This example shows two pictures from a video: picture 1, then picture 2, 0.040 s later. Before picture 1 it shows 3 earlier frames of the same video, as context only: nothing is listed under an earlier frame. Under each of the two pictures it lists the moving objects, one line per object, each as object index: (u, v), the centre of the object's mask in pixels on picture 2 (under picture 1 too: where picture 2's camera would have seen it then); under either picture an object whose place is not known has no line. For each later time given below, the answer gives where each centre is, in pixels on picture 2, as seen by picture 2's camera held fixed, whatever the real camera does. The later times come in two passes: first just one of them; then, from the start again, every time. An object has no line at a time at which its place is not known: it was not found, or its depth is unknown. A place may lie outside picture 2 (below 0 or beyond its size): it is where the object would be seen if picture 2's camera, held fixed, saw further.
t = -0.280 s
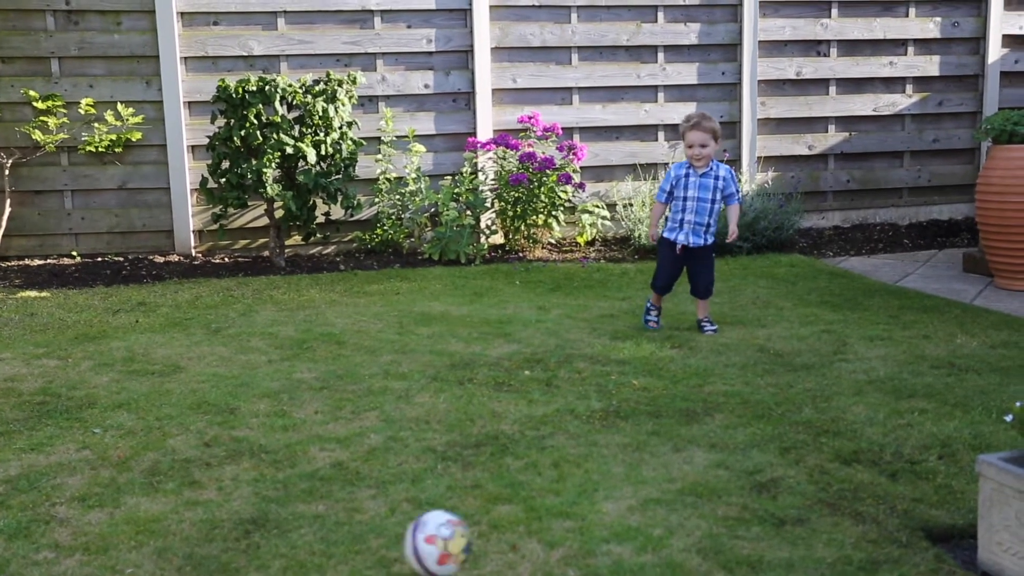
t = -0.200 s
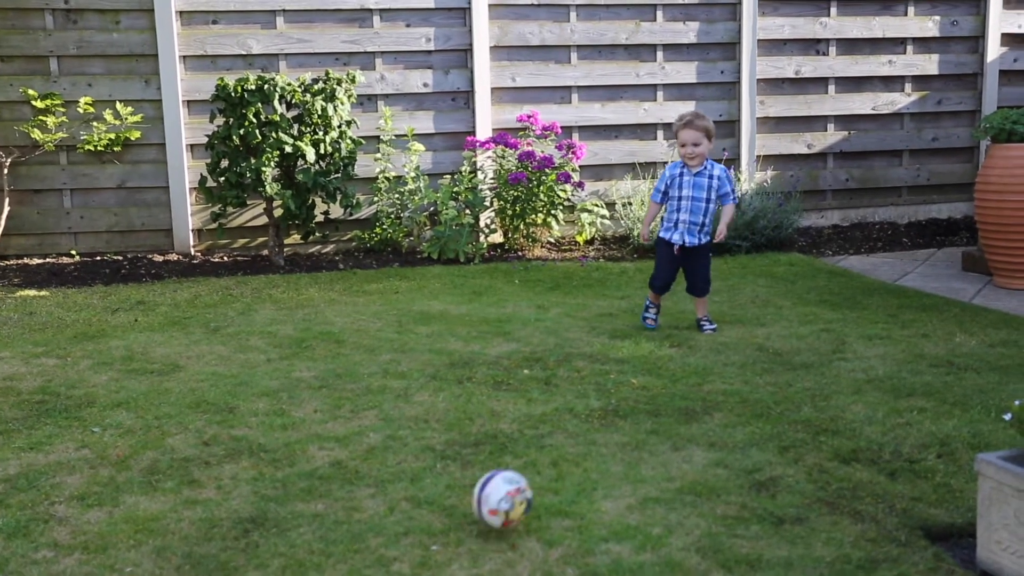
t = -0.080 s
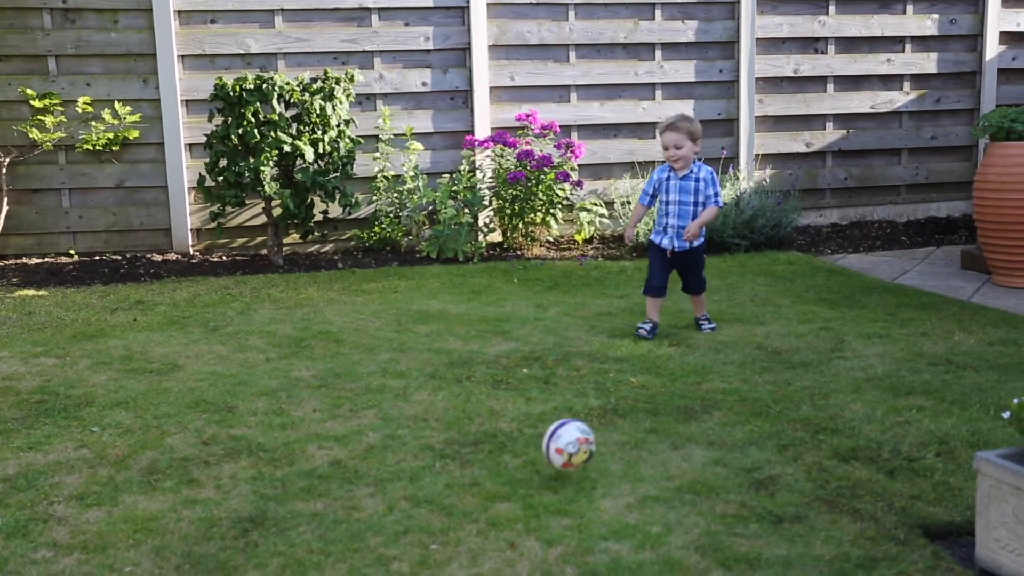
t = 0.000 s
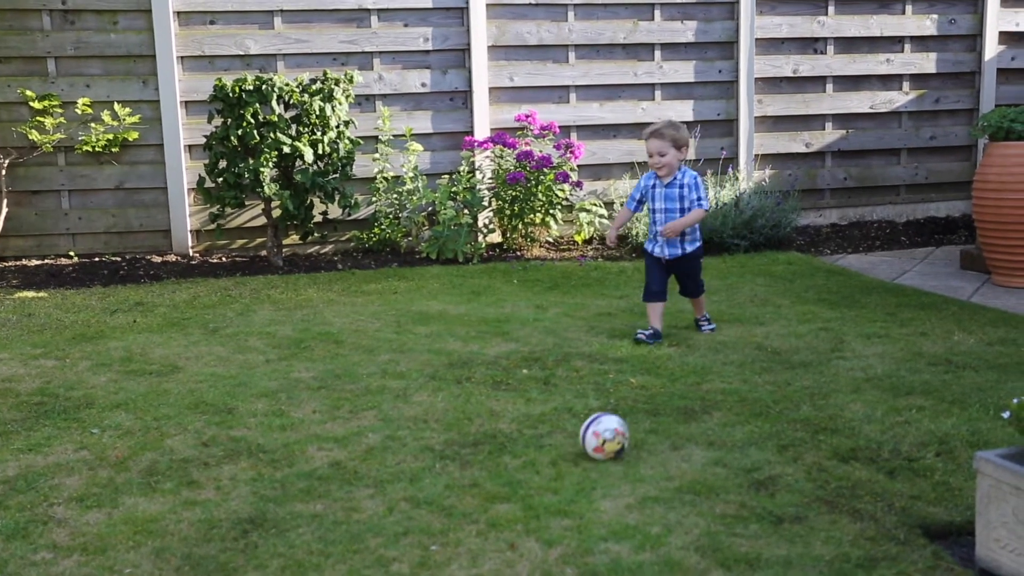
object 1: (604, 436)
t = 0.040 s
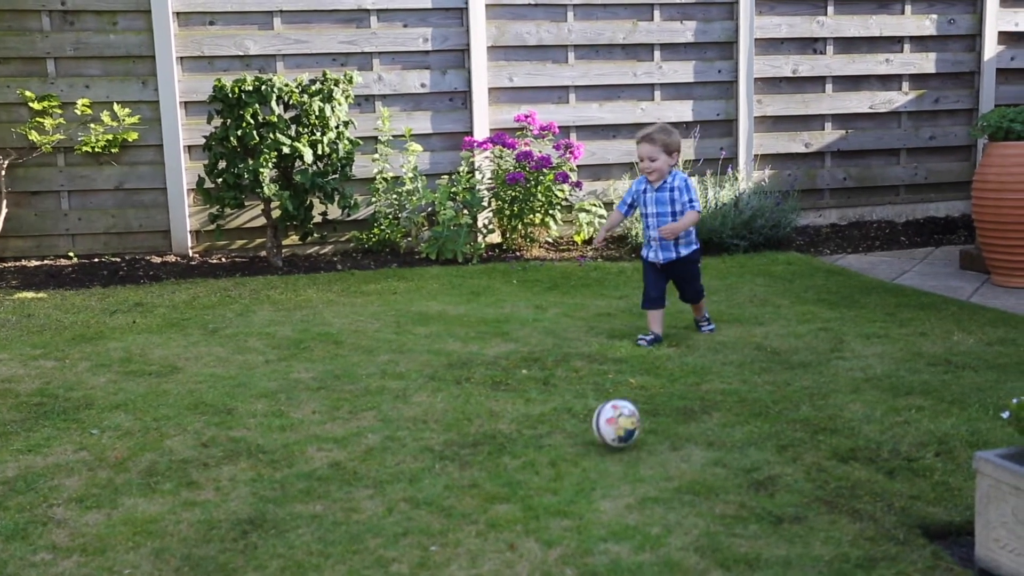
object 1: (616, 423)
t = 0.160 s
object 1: (652, 408)
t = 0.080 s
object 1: (629, 414)
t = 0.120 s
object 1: (641, 410)
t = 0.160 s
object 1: (652, 408)
